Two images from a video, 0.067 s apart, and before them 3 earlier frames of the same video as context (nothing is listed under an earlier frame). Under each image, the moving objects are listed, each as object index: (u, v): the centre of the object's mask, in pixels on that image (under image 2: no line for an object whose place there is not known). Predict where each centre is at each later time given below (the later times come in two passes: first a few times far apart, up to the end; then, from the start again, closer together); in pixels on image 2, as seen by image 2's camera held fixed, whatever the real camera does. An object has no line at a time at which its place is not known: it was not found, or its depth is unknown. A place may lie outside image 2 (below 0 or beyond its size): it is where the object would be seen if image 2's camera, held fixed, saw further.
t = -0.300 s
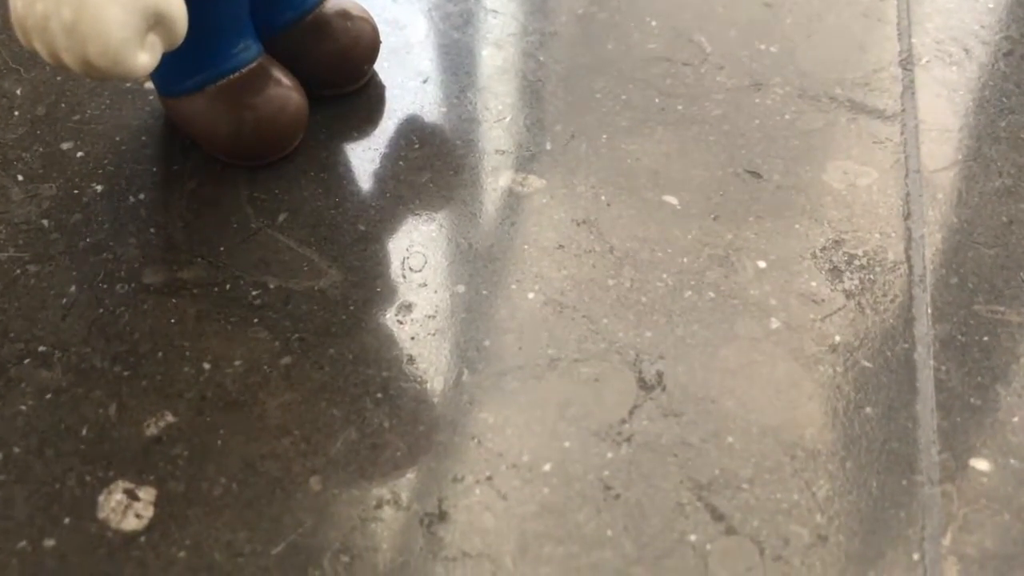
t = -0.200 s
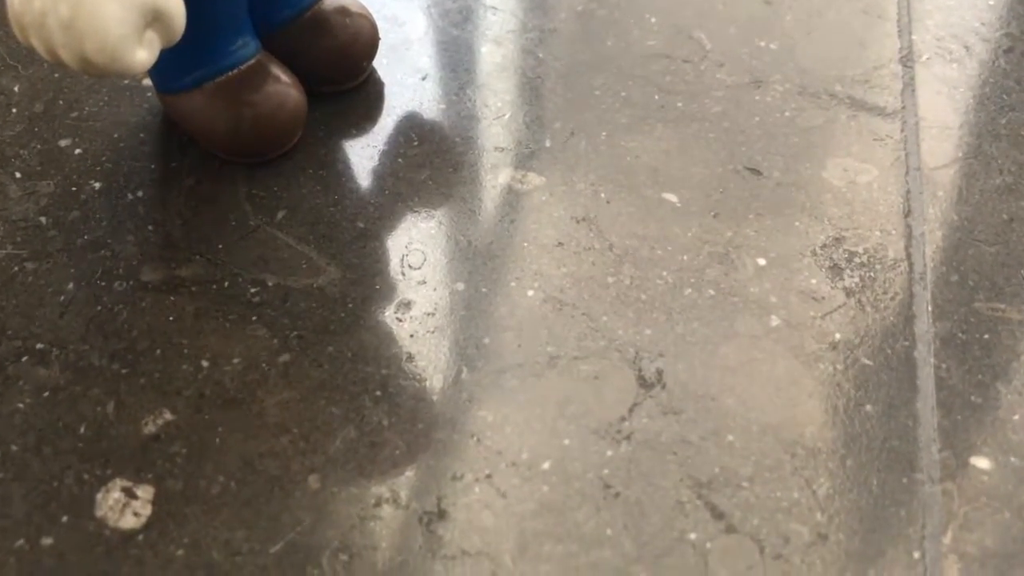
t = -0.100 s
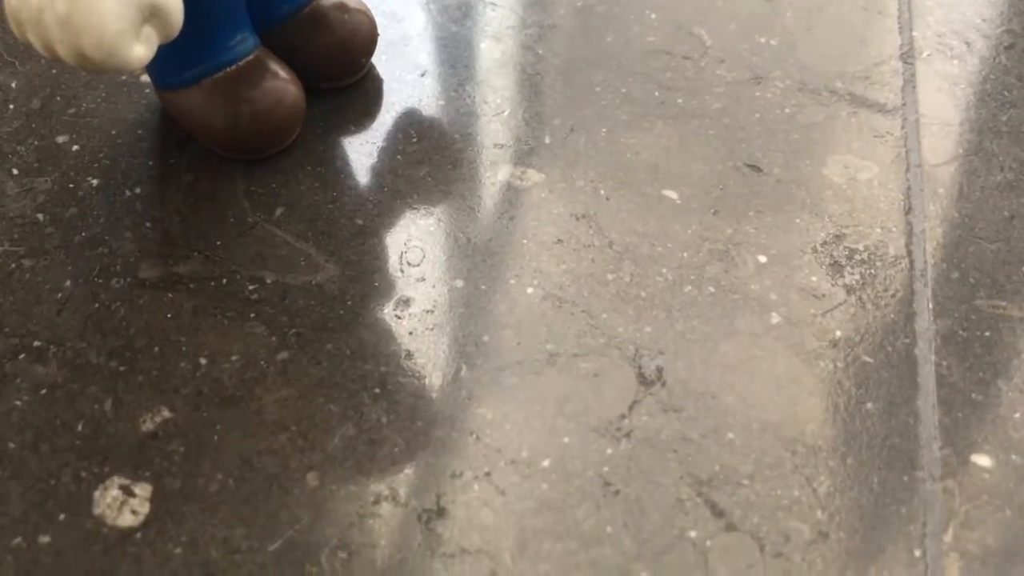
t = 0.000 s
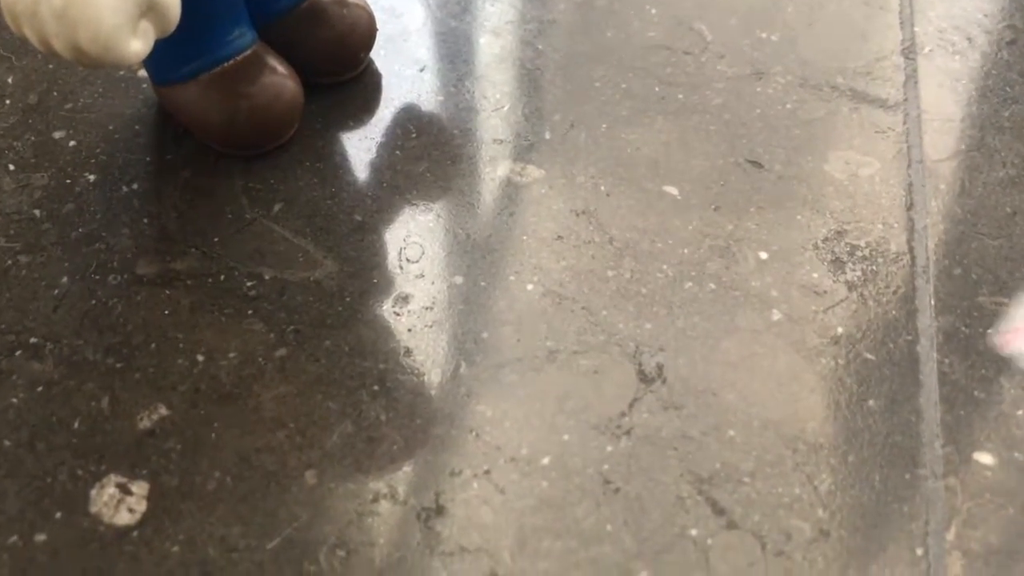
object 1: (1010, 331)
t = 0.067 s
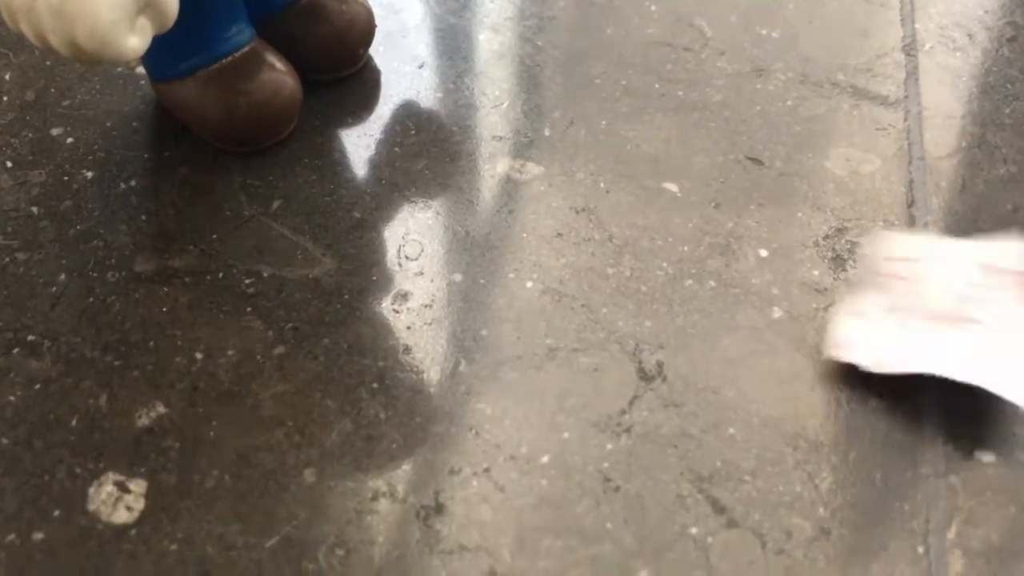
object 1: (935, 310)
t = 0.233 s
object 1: (789, 232)
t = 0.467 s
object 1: (489, 127)
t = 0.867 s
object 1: (490, 142)
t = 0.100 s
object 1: (883, 297)
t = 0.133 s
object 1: (831, 287)
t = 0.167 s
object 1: (814, 281)
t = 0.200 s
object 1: (809, 266)
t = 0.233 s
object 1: (789, 232)
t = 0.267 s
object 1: (722, 184)
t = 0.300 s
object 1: (622, 157)
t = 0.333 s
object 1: (555, 136)
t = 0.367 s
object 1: (501, 136)
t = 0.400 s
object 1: (482, 109)
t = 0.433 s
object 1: (486, 120)
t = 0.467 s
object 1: (489, 127)
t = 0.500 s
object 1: (490, 127)
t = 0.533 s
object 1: (489, 126)
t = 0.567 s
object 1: (488, 125)
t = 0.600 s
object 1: (489, 126)
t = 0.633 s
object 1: (489, 127)
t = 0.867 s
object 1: (490, 142)
